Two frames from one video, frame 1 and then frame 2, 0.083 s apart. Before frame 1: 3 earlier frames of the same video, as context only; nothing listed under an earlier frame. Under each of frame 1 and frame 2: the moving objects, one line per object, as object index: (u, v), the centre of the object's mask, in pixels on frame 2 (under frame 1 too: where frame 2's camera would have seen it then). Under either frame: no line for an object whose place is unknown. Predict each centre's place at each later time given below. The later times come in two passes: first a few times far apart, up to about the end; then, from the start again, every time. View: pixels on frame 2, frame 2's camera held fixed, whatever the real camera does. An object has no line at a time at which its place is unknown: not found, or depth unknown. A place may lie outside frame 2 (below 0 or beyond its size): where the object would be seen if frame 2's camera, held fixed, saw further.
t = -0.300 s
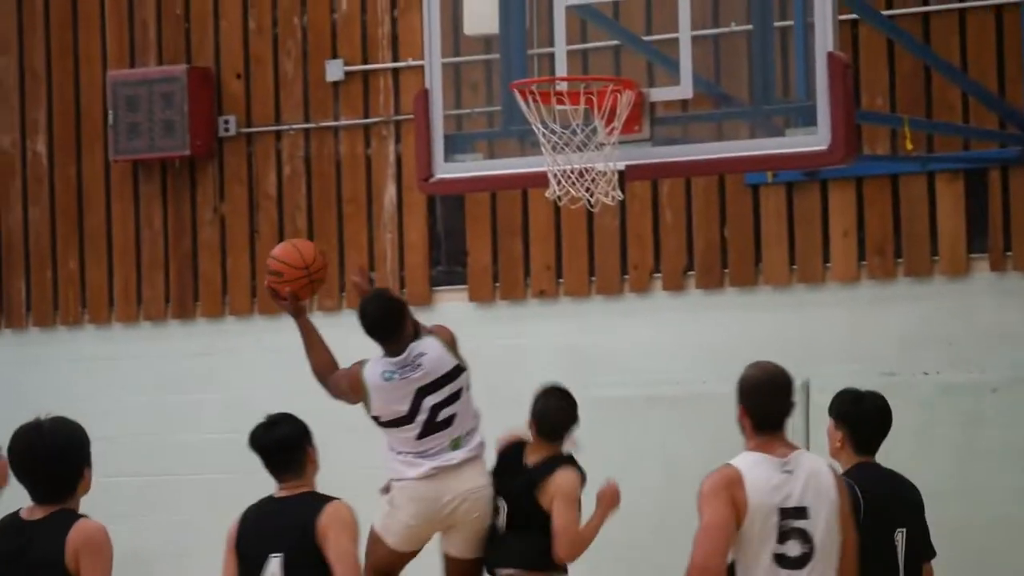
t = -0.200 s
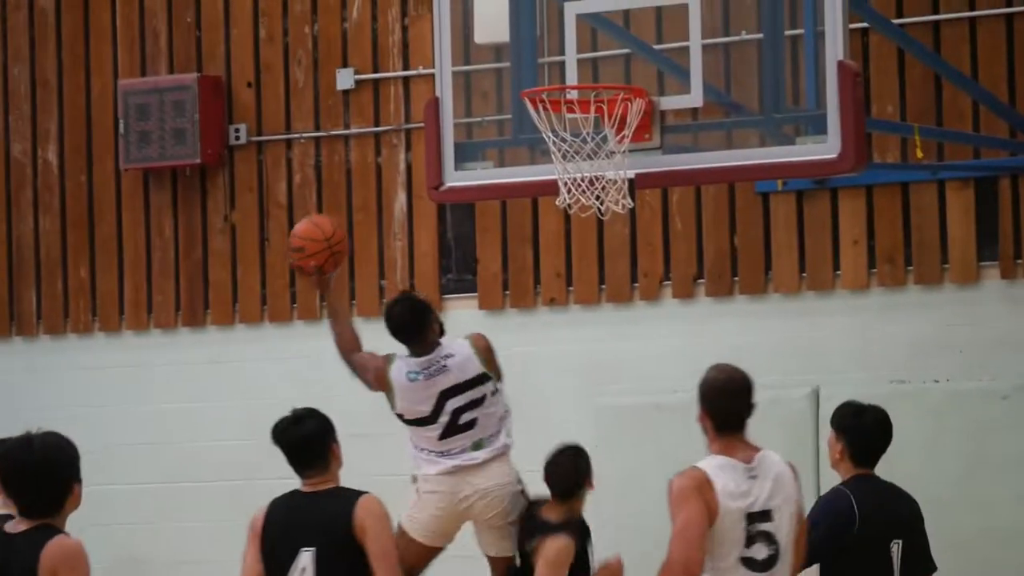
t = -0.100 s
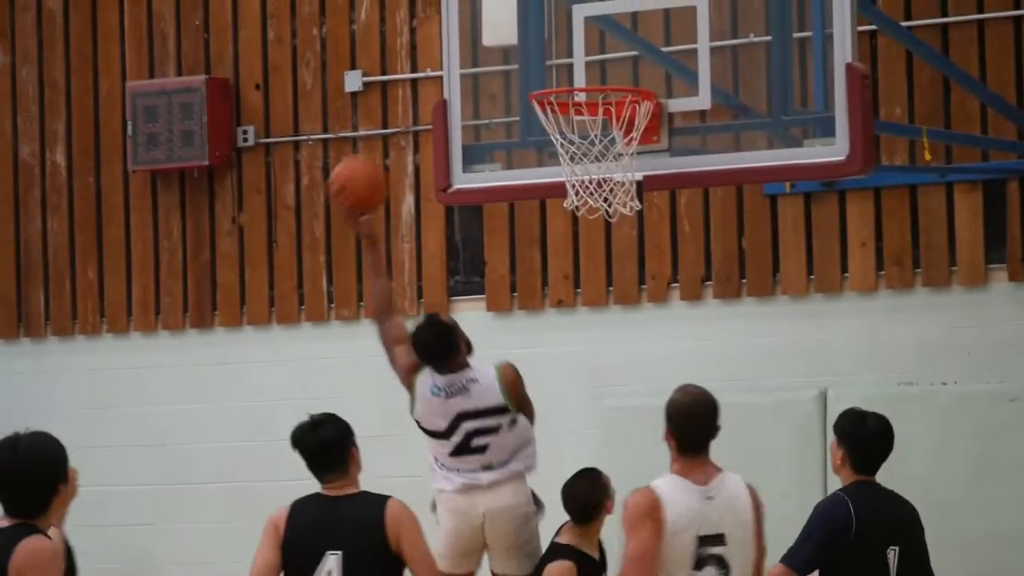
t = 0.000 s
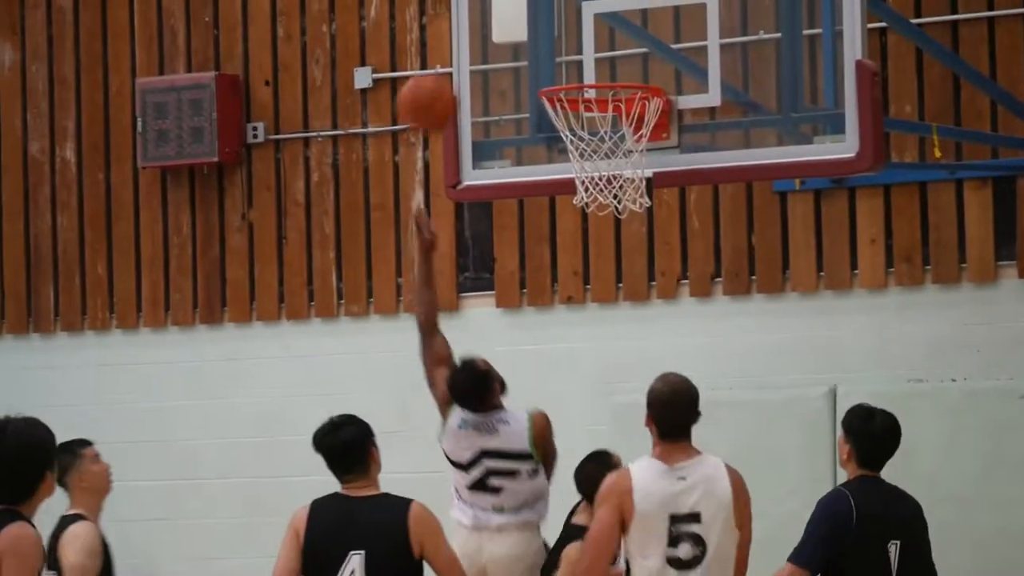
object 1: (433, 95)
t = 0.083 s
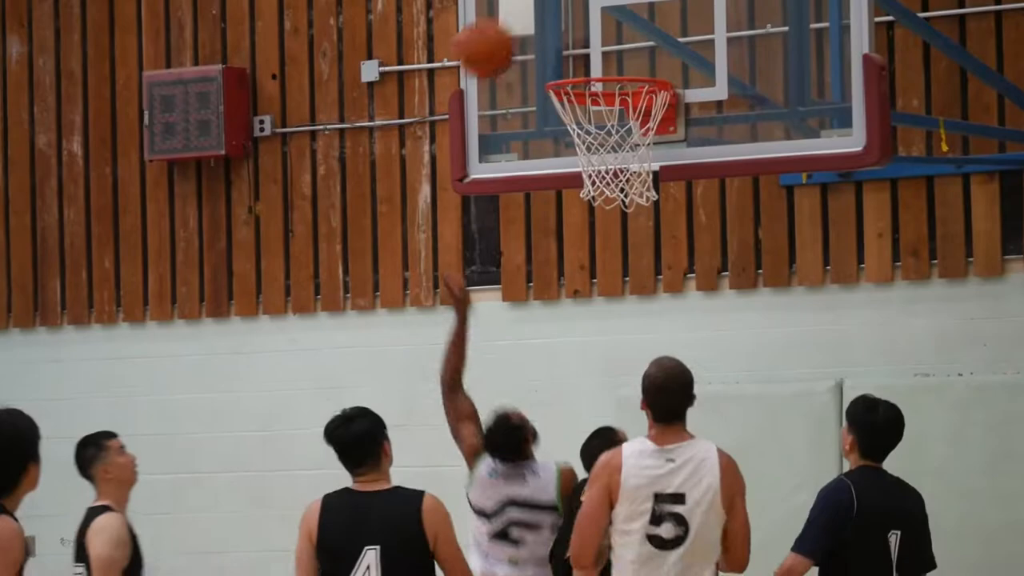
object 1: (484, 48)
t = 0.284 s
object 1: (579, 17)
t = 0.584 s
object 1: (597, 50)
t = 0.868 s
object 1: (609, 47)
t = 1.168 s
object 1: (619, 108)
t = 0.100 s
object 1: (495, 41)
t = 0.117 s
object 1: (505, 34)
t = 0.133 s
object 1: (515, 28)
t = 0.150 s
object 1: (525, 26)
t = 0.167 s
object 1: (536, 23)
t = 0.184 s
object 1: (546, 21)
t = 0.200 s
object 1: (556, 20)
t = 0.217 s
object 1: (565, 18)
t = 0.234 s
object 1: (575, 18)
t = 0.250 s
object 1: (577, 17)
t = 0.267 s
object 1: (578, 17)
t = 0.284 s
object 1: (579, 17)
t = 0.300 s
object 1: (580, 18)
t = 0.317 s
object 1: (581, 18)
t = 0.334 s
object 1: (582, 18)
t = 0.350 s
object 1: (584, 19)
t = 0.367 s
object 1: (585, 20)
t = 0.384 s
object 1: (586, 21)
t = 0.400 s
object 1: (588, 22)
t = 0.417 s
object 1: (589, 24)
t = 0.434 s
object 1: (591, 26)
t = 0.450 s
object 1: (592, 28)
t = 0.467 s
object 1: (593, 32)
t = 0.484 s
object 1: (594, 37)
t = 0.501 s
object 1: (596, 45)
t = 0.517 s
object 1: (597, 51)
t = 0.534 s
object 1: (597, 56)
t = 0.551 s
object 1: (598, 53)
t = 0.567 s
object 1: (597, 52)
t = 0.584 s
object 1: (597, 50)
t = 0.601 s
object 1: (597, 49)
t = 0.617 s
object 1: (597, 48)
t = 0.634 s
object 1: (597, 47)
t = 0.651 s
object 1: (597, 48)
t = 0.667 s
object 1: (597, 48)
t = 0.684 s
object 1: (597, 50)
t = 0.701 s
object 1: (597, 51)
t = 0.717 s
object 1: (597, 54)
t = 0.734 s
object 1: (597, 56)
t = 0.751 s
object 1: (597, 58)
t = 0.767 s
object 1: (598, 60)
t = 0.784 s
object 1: (599, 58)
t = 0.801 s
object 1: (601, 55)
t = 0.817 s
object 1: (603, 53)
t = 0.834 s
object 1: (605, 50)
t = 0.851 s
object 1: (607, 48)
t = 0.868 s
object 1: (609, 47)
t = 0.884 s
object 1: (610, 45)
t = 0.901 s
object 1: (612, 45)
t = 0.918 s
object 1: (614, 45)
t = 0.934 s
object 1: (616, 45)
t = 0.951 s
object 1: (617, 46)
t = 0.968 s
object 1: (619, 48)
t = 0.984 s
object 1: (621, 50)
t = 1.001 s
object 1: (623, 52)
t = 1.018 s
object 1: (625, 54)
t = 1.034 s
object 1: (627, 57)
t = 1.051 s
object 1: (630, 60)
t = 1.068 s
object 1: (632, 63)
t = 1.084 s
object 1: (633, 66)
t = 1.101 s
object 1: (631, 88)
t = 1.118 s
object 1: (629, 91)
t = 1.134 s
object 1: (626, 97)
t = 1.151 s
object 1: (621, 106)
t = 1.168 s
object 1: (619, 108)
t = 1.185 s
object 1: (618, 113)
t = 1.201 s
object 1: (611, 122)
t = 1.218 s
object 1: (606, 129)
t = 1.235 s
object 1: (604, 140)
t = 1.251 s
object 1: (601, 148)
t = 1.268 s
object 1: (595, 156)
